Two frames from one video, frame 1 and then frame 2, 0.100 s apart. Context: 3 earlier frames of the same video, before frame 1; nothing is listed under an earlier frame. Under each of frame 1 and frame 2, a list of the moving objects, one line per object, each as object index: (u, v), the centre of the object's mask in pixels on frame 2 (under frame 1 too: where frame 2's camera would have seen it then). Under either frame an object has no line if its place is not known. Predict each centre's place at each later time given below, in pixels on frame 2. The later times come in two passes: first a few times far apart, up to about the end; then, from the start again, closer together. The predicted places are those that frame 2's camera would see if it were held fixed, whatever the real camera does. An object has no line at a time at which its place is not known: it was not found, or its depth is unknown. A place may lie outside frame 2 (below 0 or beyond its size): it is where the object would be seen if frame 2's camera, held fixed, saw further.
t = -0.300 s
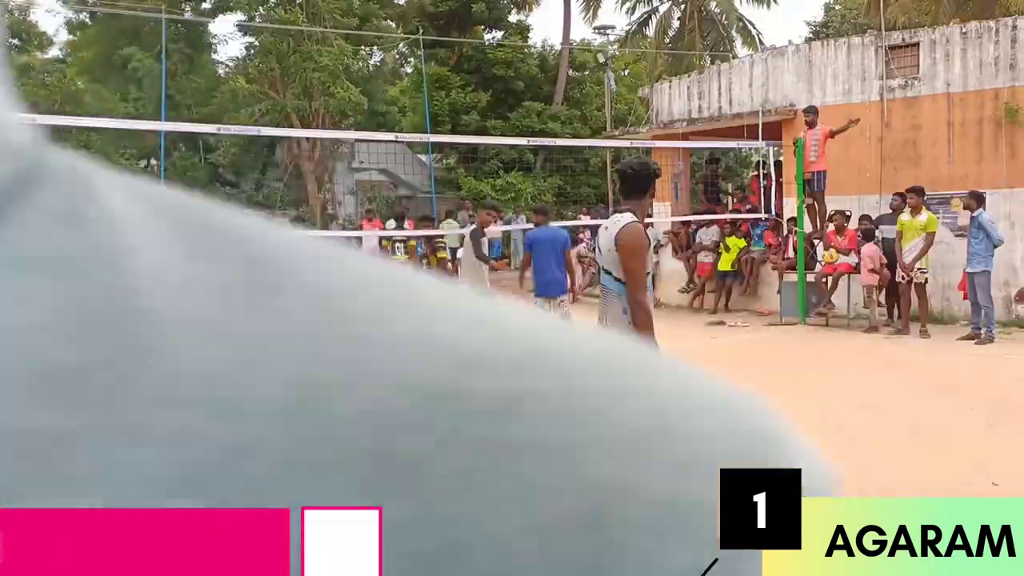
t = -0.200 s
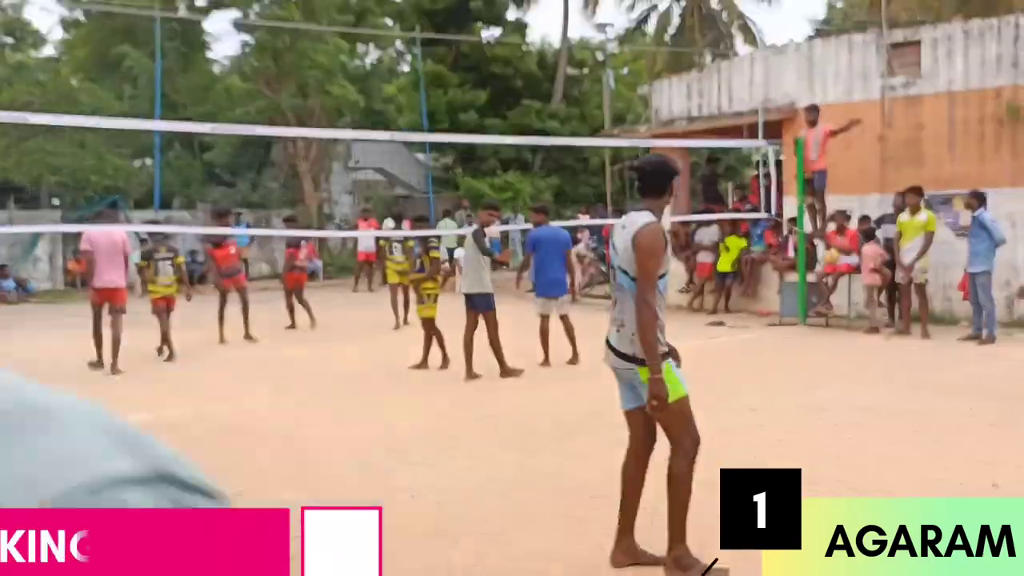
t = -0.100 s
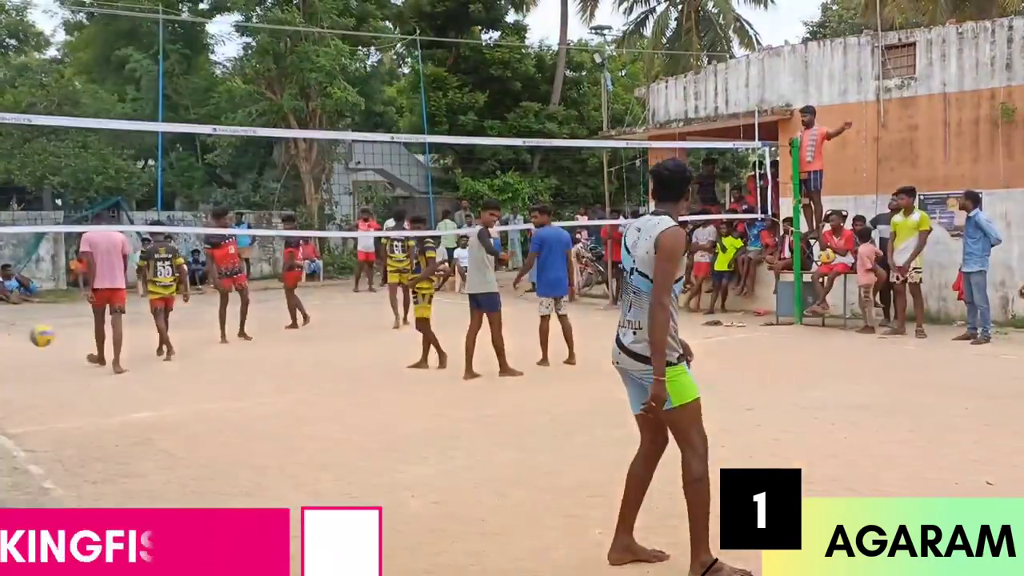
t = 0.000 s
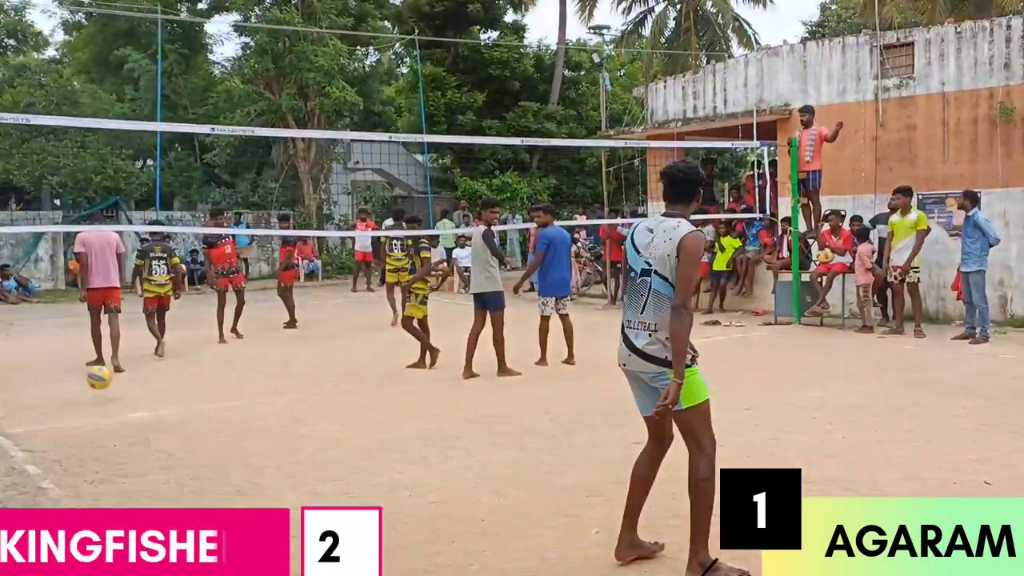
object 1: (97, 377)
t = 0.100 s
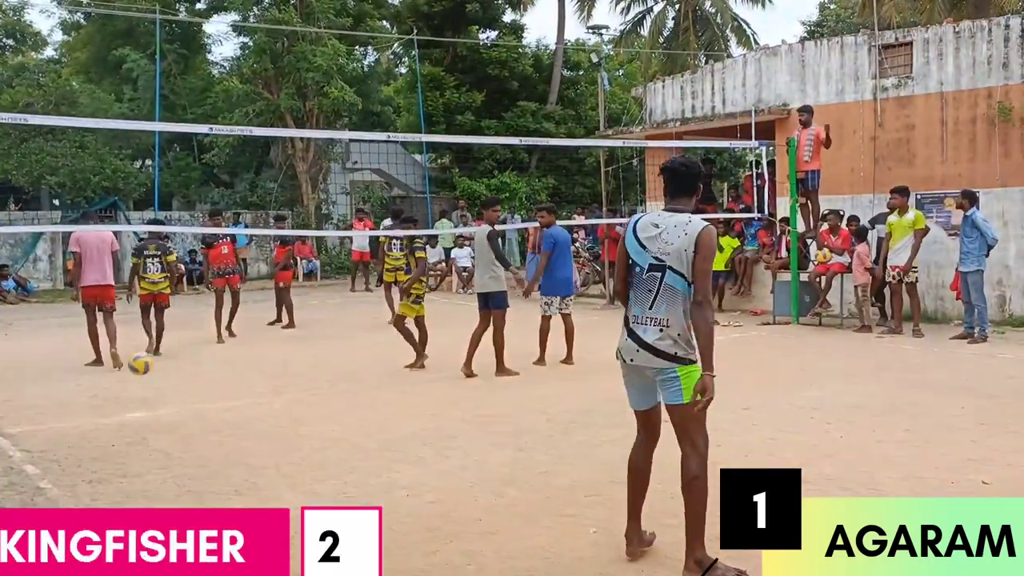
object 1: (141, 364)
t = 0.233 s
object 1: (187, 319)
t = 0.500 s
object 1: (290, 289)
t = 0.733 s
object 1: (382, 330)
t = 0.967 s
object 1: (477, 377)
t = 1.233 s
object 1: (587, 325)
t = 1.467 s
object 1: (691, 353)
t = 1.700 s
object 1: (800, 386)
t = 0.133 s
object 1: (152, 351)
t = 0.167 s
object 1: (164, 339)
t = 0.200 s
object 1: (176, 329)
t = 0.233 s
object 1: (187, 319)
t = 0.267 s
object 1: (200, 311)
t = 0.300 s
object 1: (214, 304)
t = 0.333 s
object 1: (226, 298)
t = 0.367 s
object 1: (238, 294)
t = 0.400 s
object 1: (251, 290)
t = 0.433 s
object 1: (264, 288)
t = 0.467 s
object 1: (277, 287)
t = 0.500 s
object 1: (290, 289)
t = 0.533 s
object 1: (303, 290)
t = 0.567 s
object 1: (315, 293)
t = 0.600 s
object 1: (329, 297)
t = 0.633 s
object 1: (343, 304)
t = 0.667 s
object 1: (356, 311)
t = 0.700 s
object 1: (369, 320)
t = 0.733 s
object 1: (382, 330)
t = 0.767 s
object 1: (396, 341)
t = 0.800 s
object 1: (410, 354)
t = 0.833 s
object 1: (423, 368)
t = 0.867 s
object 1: (437, 384)
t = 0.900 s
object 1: (450, 401)
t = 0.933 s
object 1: (464, 389)
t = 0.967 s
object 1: (477, 377)
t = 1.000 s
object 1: (490, 366)
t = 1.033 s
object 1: (504, 357)
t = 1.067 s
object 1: (510, 348)
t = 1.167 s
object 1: (566, 331)
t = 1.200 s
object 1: (573, 326)
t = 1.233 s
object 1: (587, 325)
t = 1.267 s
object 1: (602, 324)
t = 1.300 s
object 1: (616, 325)
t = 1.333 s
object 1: (632, 328)
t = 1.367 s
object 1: (646, 332)
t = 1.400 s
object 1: (660, 337)
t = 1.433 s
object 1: (676, 344)
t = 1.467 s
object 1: (691, 353)
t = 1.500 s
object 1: (706, 363)
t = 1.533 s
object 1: (721, 375)
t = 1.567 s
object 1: (736, 387)
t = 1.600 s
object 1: (752, 402)
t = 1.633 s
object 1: (768, 407)
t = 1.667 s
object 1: (783, 396)
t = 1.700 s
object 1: (800, 386)
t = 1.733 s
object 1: (815, 378)
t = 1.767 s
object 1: (832, 372)
